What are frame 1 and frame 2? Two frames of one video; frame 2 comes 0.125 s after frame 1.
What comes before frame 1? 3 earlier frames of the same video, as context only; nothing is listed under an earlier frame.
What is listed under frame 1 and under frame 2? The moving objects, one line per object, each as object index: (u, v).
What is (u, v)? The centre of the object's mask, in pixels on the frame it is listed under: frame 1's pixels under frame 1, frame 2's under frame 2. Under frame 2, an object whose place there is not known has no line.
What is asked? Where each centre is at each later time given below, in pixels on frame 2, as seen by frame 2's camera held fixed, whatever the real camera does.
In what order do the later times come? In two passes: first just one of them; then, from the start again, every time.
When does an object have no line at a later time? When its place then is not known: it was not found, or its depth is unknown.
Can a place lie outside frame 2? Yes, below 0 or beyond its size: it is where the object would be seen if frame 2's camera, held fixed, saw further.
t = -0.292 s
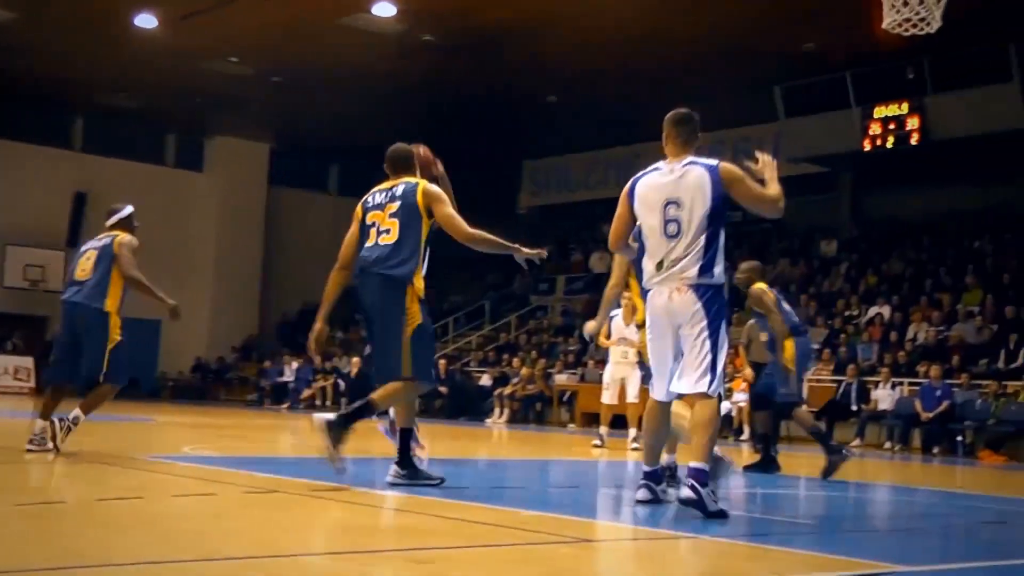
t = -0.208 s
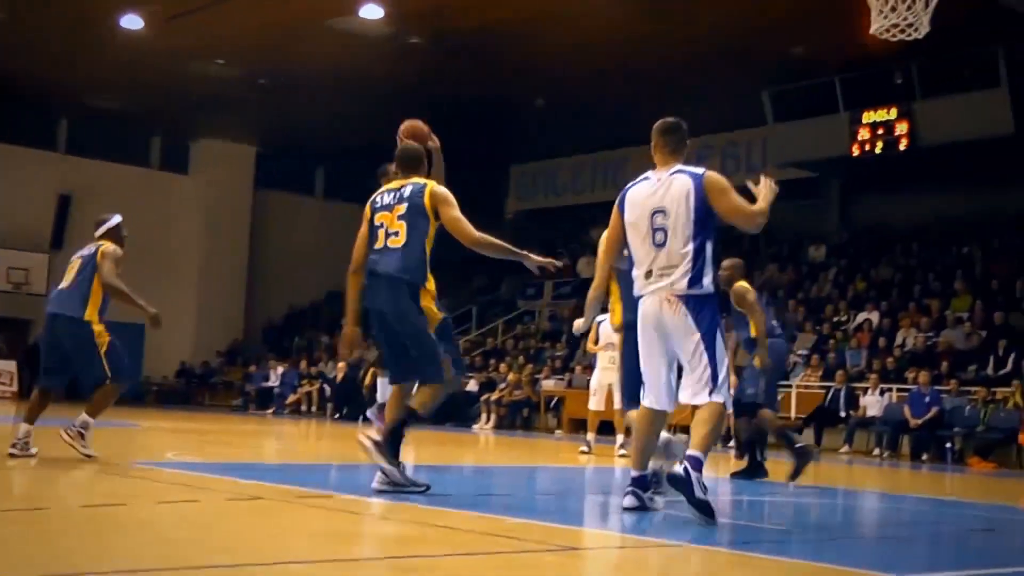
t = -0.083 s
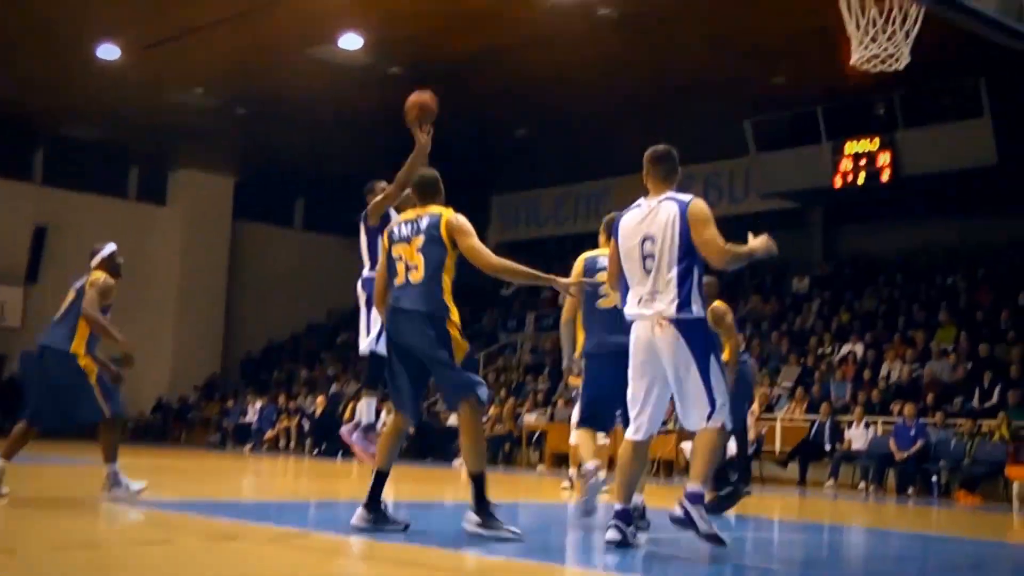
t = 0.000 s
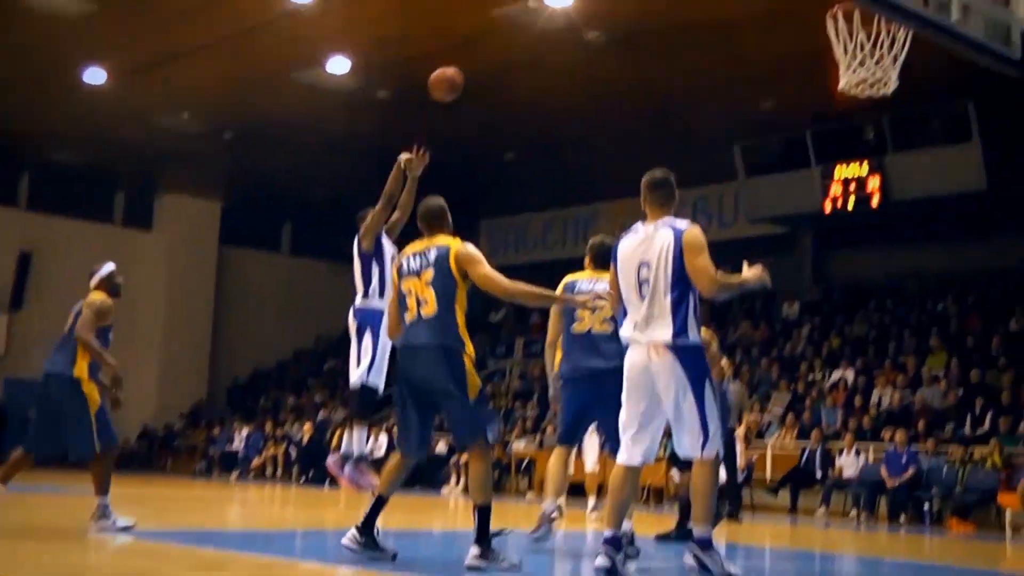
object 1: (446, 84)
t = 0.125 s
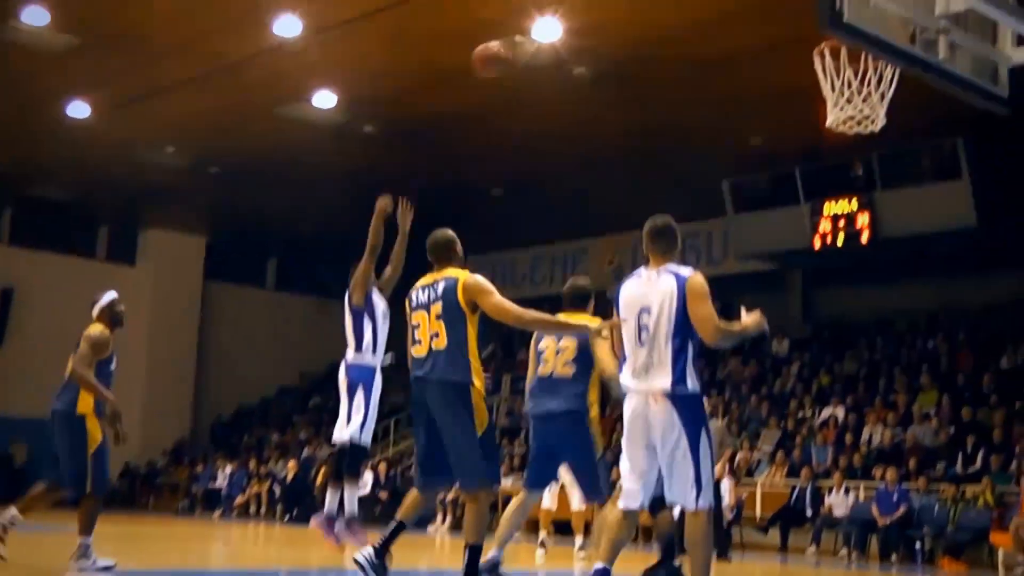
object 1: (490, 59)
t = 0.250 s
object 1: (552, 10)
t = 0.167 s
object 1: (509, 39)
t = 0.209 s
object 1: (527, 25)
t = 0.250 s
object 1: (552, 10)
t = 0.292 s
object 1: (572, 2)
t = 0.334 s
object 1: (595, -8)
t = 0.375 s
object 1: (618, -14)
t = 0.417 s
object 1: (650, -20)
